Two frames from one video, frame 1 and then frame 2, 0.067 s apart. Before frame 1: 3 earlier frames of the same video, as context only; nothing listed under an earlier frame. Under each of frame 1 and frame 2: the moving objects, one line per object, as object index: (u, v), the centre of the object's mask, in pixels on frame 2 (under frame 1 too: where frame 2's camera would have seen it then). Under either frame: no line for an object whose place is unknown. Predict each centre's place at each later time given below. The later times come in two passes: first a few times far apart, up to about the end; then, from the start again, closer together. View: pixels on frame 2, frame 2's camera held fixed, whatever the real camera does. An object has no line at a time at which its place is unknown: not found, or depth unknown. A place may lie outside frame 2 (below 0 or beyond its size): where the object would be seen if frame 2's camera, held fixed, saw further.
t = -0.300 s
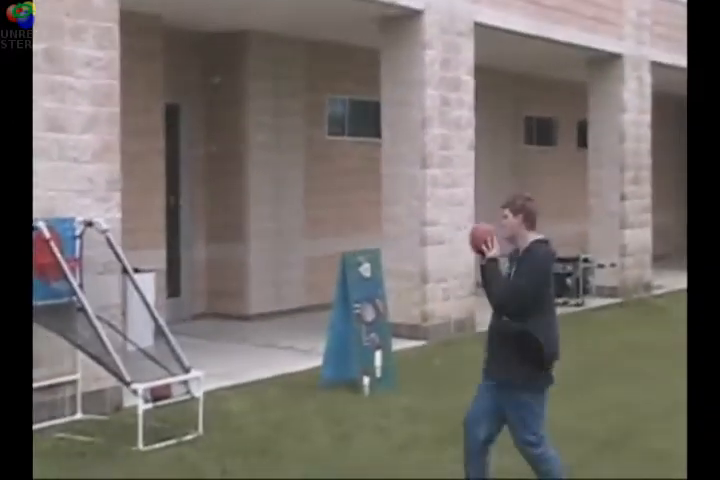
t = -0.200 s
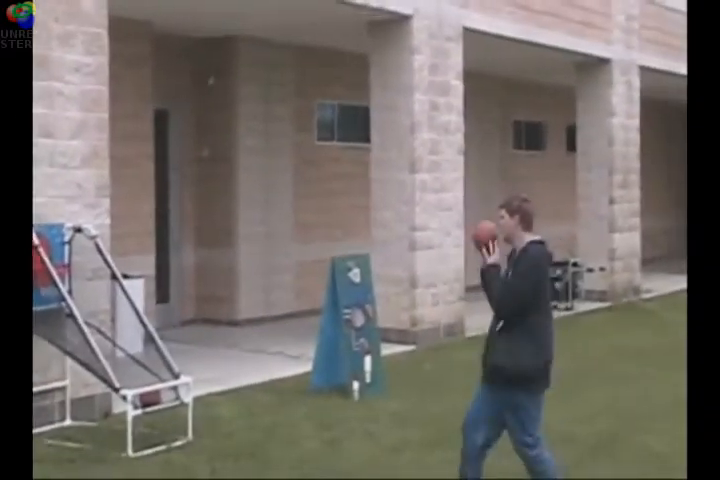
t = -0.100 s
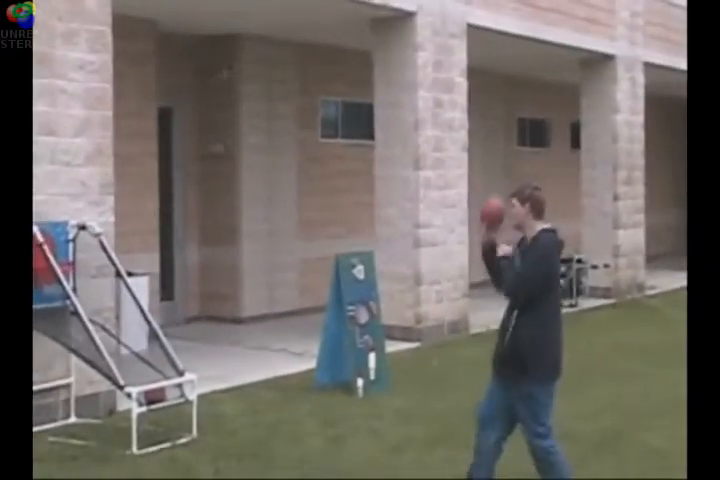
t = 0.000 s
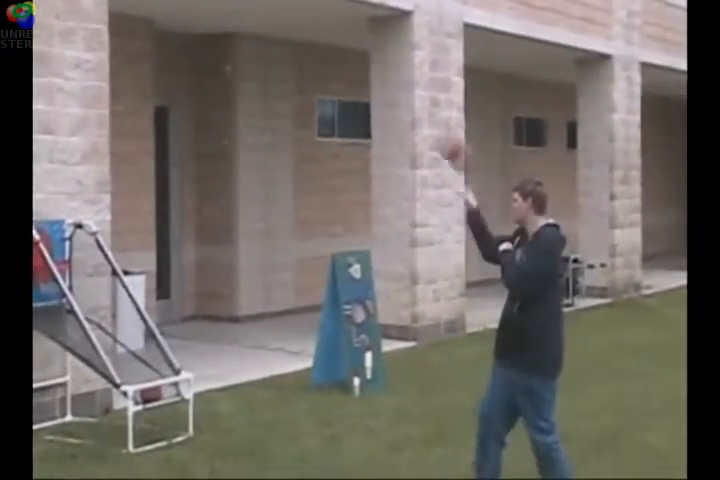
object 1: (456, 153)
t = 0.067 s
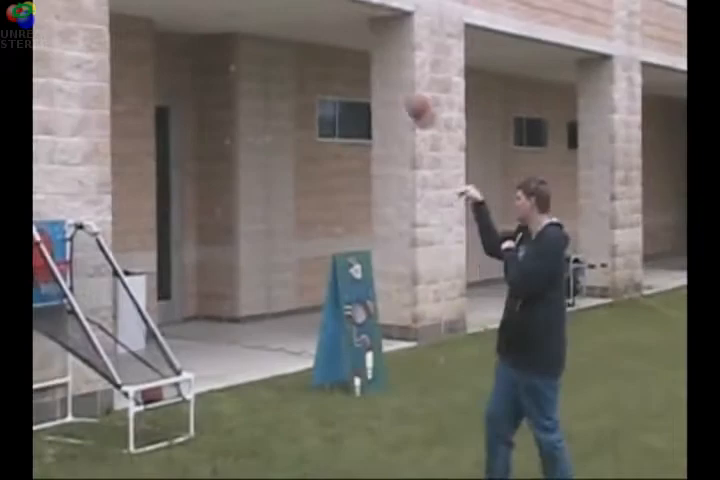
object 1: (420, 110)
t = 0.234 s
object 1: (339, 34)
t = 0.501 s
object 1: (225, 30)
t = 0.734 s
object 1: (137, 109)
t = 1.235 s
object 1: (97, 311)
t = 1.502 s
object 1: (167, 361)
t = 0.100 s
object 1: (405, 93)
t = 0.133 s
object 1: (389, 78)
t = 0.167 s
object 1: (370, 60)
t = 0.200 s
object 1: (352, 46)
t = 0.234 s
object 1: (339, 34)
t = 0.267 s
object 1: (324, 32)
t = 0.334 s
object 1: (294, 24)
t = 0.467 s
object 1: (239, 24)
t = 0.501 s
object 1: (225, 30)
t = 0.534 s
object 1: (211, 38)
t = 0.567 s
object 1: (199, 46)
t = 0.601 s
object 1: (185, 54)
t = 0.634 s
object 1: (174, 66)
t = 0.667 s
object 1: (161, 76)
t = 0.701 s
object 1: (150, 92)
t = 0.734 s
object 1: (137, 109)
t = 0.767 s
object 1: (130, 127)
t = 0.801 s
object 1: (116, 148)
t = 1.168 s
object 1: (82, 299)
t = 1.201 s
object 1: (89, 303)
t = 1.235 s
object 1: (97, 311)
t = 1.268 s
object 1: (108, 317)
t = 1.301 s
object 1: (118, 326)
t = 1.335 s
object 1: (126, 335)
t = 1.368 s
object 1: (138, 347)
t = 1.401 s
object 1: (148, 363)
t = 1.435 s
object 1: (156, 372)
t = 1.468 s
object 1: (165, 368)
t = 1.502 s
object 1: (167, 361)
